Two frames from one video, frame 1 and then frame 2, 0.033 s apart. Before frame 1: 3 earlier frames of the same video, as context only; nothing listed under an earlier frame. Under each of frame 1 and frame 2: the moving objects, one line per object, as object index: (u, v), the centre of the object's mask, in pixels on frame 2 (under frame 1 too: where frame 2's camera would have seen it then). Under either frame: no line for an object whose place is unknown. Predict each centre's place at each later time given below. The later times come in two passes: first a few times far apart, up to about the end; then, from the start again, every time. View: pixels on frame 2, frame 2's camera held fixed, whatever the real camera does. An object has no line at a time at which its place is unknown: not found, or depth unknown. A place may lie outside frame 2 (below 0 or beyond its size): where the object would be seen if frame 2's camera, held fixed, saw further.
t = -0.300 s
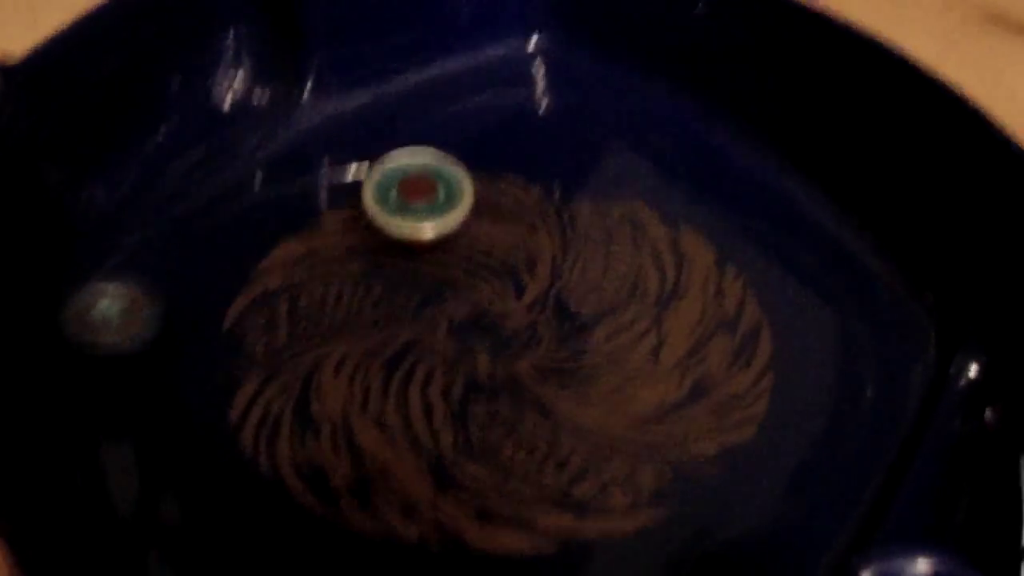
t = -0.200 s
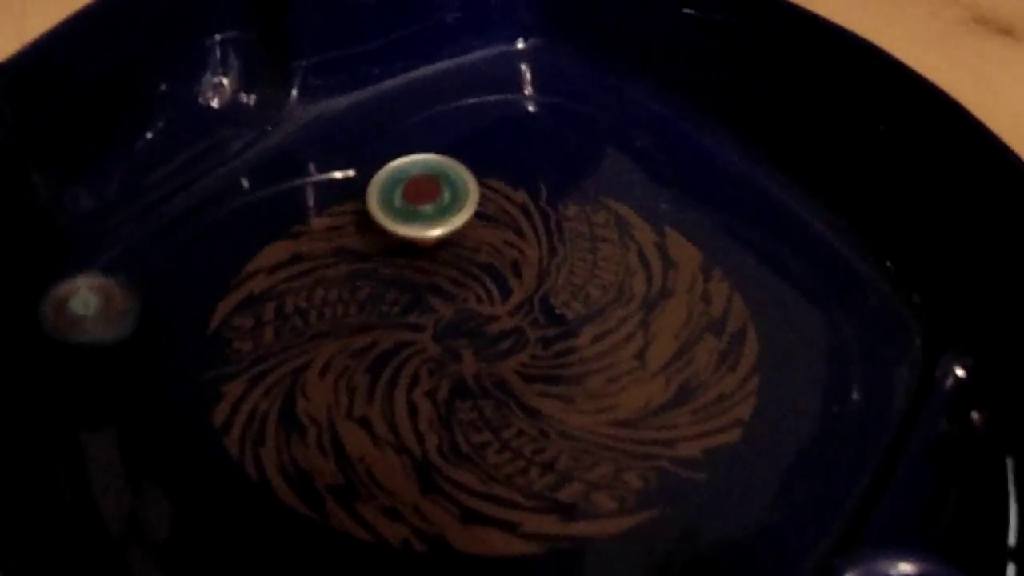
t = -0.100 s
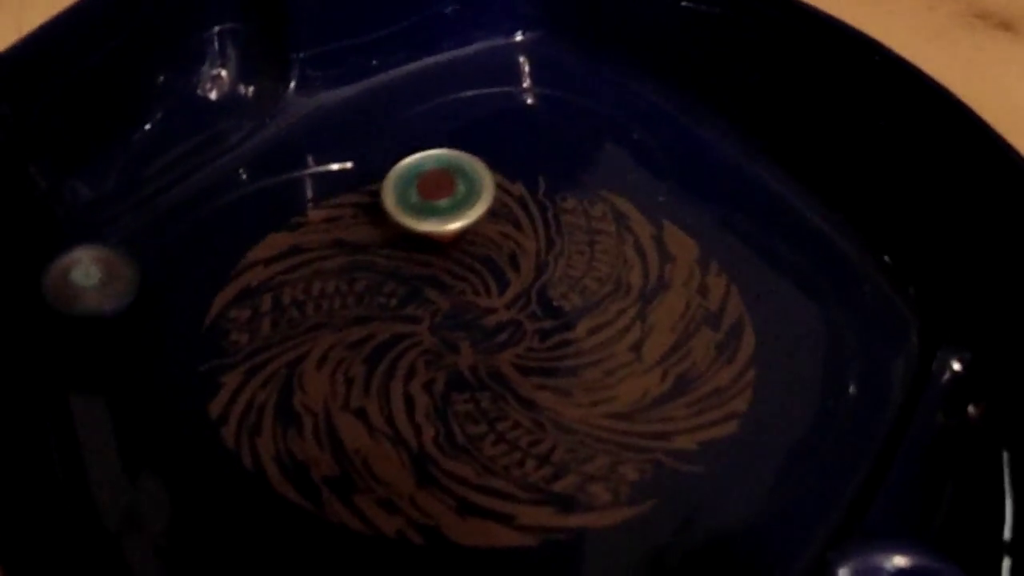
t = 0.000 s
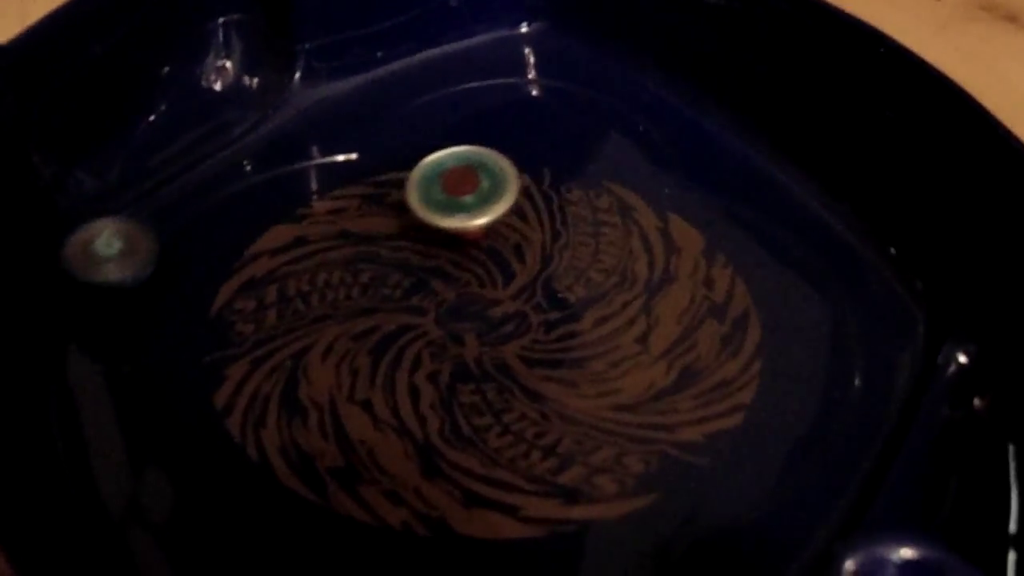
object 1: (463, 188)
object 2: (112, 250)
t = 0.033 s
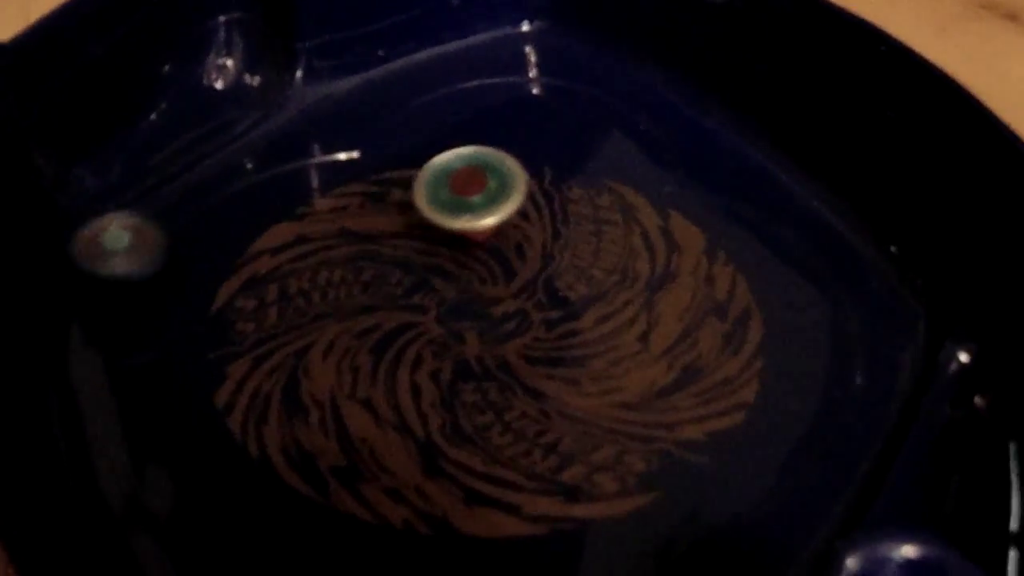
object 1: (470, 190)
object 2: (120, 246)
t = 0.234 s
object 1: (505, 212)
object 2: (207, 269)
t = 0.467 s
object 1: (517, 244)
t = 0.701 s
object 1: (495, 280)
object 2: (459, 150)
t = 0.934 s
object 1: (463, 301)
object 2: (480, 100)
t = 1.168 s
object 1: (437, 303)
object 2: (440, 115)
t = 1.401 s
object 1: (422, 290)
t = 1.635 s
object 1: (425, 268)
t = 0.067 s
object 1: (477, 193)
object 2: (127, 246)
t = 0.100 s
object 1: (483, 196)
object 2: (140, 254)
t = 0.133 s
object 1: (489, 200)
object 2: (154, 261)
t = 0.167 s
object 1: (495, 203)
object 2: (169, 265)
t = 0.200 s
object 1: (500, 208)
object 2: (186, 269)
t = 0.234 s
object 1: (505, 212)
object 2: (207, 269)
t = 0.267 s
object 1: (510, 216)
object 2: (231, 266)
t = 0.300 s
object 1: (514, 219)
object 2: (254, 262)
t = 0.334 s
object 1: (517, 224)
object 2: (276, 256)
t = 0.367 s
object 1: (519, 228)
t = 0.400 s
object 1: (519, 233)
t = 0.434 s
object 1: (519, 238)
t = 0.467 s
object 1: (517, 244)
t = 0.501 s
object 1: (515, 250)
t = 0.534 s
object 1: (512, 255)
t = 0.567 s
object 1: (509, 261)
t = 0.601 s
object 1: (506, 266)
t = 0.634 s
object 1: (502, 271)
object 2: (439, 169)
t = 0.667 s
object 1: (499, 276)
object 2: (450, 160)
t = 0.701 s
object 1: (495, 280)
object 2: (459, 150)
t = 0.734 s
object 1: (492, 284)
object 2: (468, 141)
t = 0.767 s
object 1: (488, 288)
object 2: (475, 132)
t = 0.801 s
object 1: (483, 291)
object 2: (479, 124)
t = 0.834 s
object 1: (478, 294)
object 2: (481, 116)
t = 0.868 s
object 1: (473, 297)
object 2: (482, 110)
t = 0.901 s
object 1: (468, 299)
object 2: (481, 105)
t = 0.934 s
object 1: (463, 301)
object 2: (480, 100)
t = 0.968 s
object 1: (458, 303)
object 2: (478, 97)
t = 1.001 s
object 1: (454, 304)
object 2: (473, 94)
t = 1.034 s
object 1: (450, 304)
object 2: (466, 93)
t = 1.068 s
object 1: (446, 305)
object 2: (459, 95)
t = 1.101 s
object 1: (443, 305)
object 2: (450, 99)
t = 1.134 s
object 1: (440, 304)
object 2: (444, 106)
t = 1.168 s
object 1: (437, 303)
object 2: (440, 115)
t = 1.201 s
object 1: (435, 301)
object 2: (438, 123)
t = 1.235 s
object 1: (432, 300)
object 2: (438, 133)
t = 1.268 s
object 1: (429, 298)
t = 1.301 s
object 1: (427, 296)
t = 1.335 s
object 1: (425, 294)
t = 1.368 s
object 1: (423, 291)
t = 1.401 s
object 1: (422, 290)
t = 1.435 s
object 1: (421, 287)
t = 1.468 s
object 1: (421, 283)
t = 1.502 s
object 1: (420, 281)
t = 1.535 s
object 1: (421, 278)
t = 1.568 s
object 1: (422, 274)
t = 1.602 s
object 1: (424, 271)
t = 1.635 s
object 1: (425, 268)
